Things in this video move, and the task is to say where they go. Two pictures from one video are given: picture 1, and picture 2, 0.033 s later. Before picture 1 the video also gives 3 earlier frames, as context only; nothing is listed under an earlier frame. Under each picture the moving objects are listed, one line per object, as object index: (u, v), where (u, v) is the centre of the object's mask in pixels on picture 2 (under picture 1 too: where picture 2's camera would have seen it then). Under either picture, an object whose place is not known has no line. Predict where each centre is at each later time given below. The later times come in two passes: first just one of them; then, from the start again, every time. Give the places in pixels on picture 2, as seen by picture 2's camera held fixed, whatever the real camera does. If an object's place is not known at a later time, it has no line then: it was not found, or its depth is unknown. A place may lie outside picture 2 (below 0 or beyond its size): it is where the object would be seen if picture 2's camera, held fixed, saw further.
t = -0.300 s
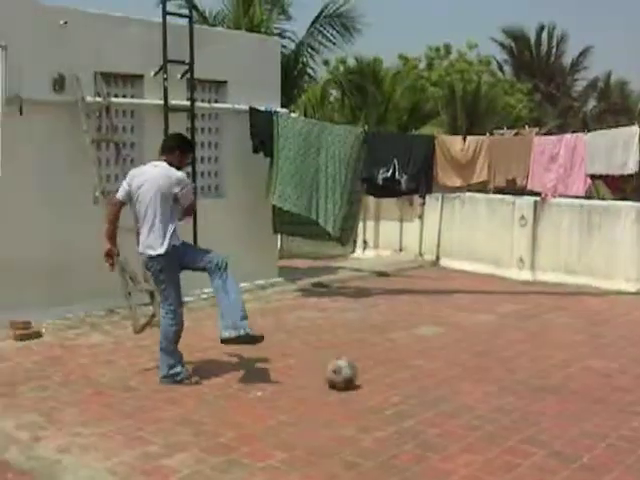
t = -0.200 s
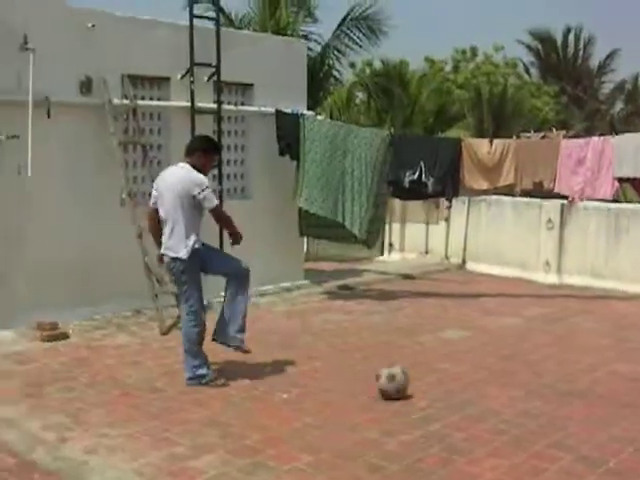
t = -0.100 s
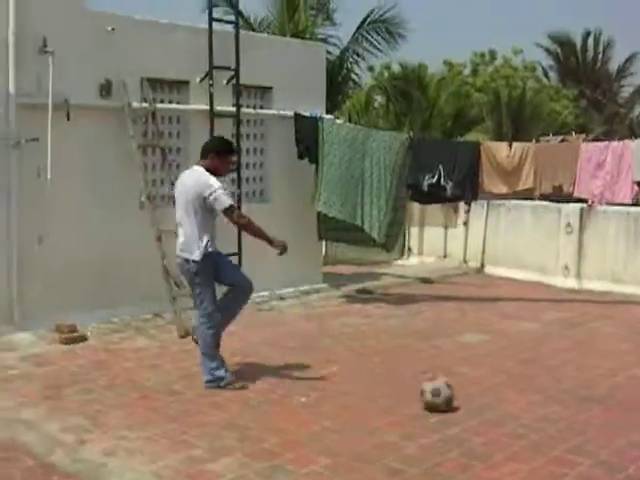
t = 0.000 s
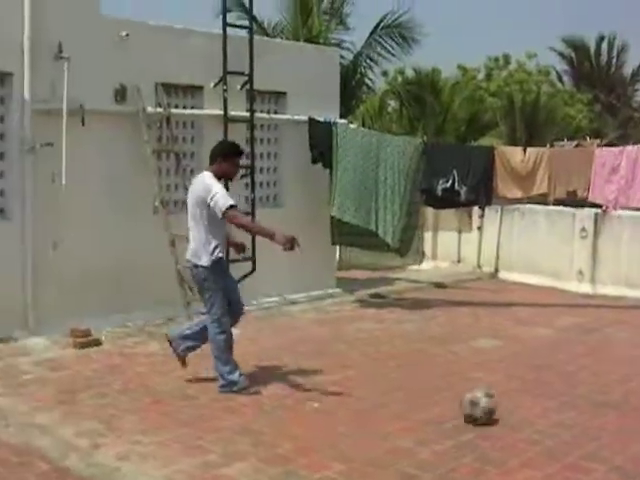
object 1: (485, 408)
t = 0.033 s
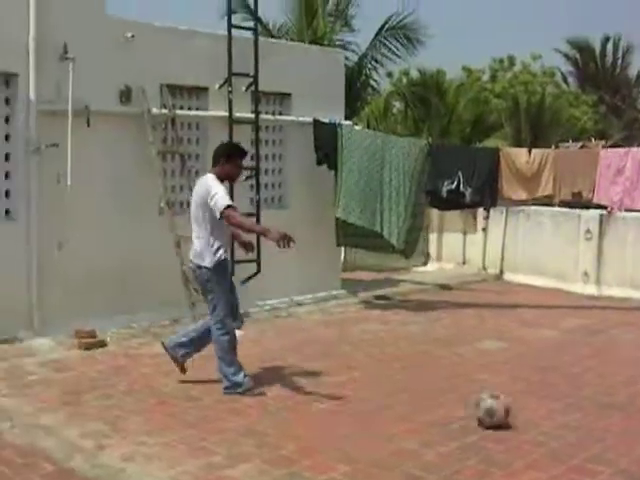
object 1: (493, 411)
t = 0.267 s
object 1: (559, 430)
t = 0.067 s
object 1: (502, 415)
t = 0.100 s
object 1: (510, 416)
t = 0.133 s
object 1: (520, 419)
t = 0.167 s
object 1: (529, 421)
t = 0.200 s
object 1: (538, 424)
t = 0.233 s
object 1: (549, 427)
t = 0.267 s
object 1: (559, 430)
